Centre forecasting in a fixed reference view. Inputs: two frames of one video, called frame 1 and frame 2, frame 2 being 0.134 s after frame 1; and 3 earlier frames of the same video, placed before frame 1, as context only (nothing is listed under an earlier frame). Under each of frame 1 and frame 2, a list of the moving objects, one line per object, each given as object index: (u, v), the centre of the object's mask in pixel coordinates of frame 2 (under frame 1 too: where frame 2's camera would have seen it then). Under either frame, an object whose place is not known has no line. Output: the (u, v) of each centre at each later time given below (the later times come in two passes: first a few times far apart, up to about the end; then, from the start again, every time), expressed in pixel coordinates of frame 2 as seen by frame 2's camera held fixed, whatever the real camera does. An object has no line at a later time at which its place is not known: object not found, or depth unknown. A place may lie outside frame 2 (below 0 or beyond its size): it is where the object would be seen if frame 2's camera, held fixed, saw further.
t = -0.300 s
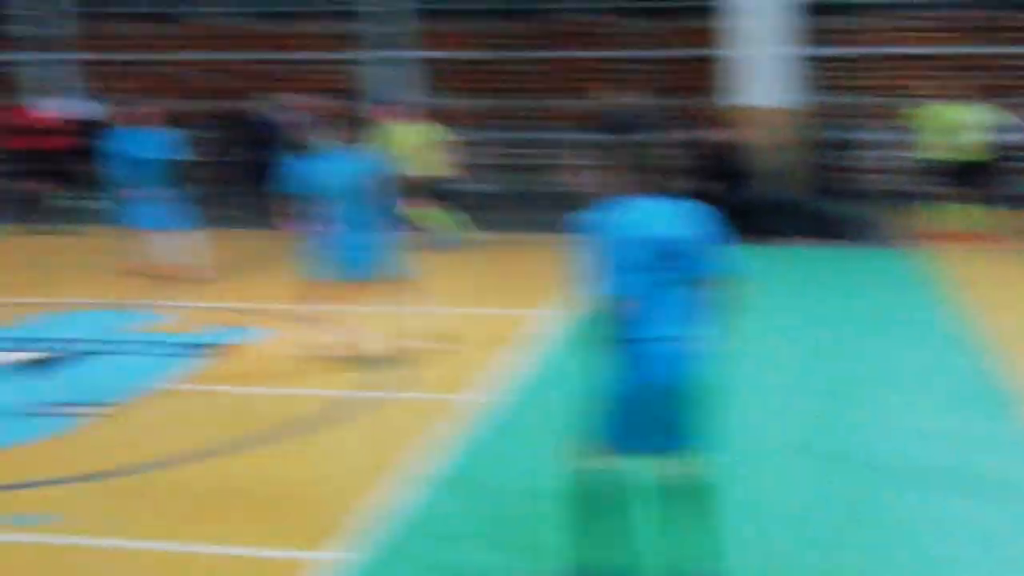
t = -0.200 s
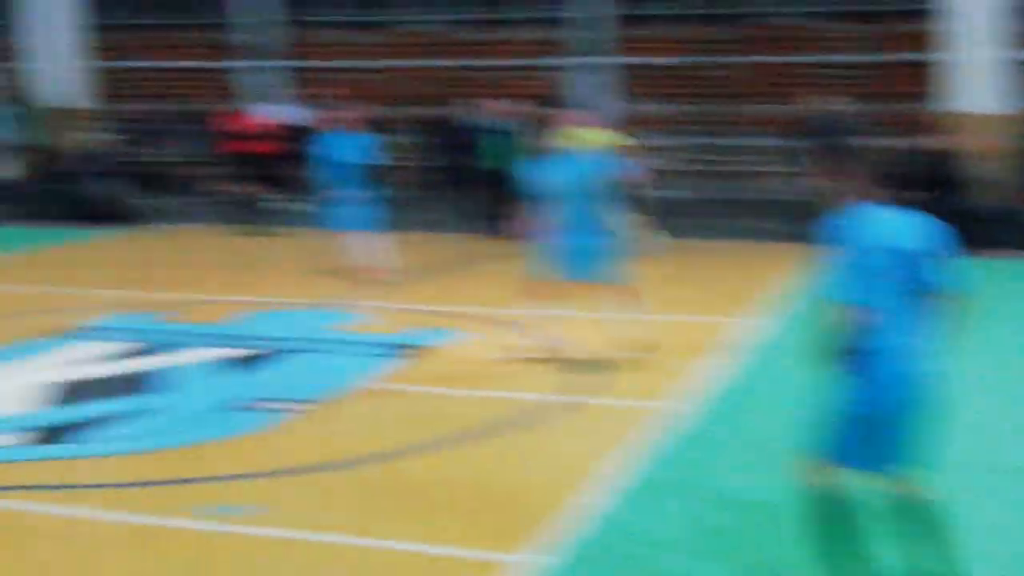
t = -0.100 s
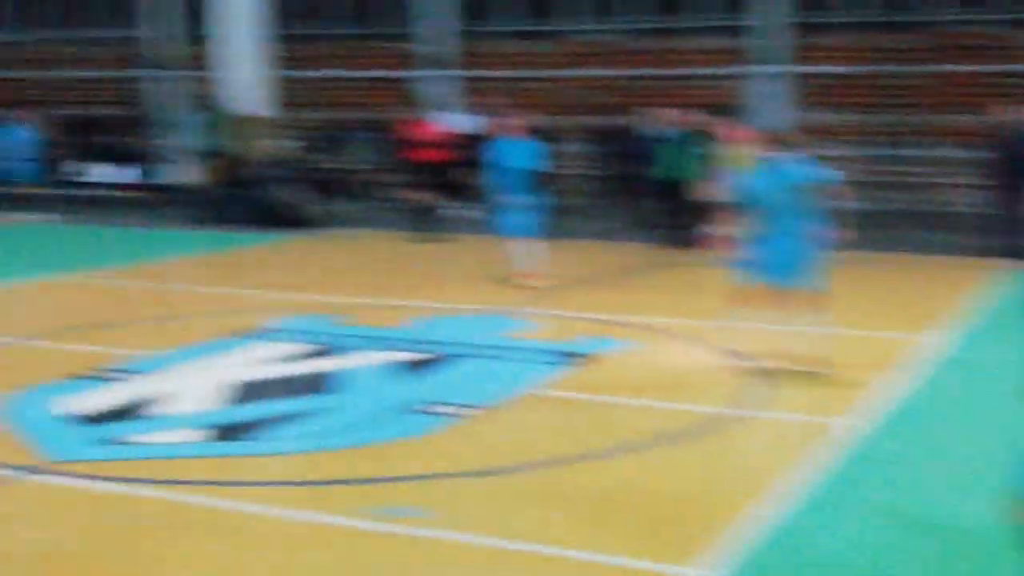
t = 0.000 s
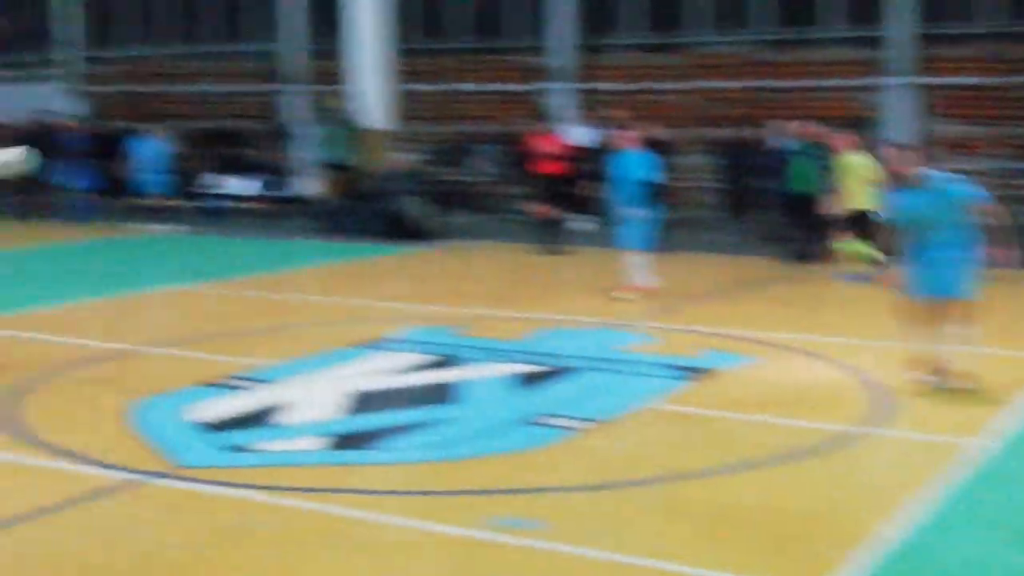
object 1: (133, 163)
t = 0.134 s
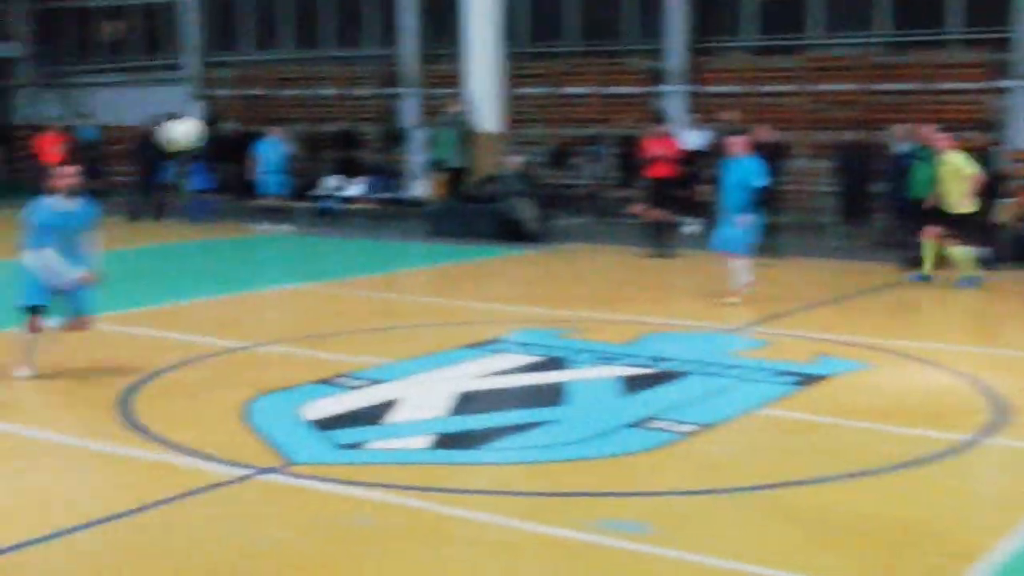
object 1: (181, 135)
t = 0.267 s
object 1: (239, 129)
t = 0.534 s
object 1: (369, 200)
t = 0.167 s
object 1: (195, 130)
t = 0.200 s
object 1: (210, 129)
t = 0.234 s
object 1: (225, 128)
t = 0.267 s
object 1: (239, 129)
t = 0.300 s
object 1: (254, 130)
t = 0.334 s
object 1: (270, 134)
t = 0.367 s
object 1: (286, 142)
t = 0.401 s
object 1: (305, 151)
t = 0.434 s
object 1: (320, 160)
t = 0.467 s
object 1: (335, 172)
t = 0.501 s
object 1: (352, 184)
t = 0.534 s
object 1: (369, 200)
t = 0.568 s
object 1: (388, 219)
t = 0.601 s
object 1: (407, 237)
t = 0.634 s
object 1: (427, 257)
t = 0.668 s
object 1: (447, 282)
